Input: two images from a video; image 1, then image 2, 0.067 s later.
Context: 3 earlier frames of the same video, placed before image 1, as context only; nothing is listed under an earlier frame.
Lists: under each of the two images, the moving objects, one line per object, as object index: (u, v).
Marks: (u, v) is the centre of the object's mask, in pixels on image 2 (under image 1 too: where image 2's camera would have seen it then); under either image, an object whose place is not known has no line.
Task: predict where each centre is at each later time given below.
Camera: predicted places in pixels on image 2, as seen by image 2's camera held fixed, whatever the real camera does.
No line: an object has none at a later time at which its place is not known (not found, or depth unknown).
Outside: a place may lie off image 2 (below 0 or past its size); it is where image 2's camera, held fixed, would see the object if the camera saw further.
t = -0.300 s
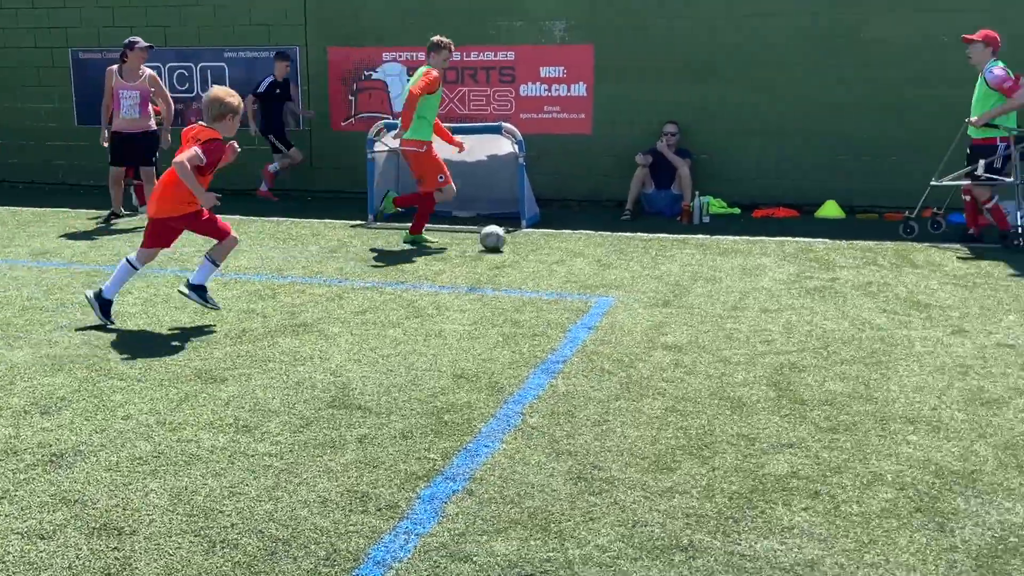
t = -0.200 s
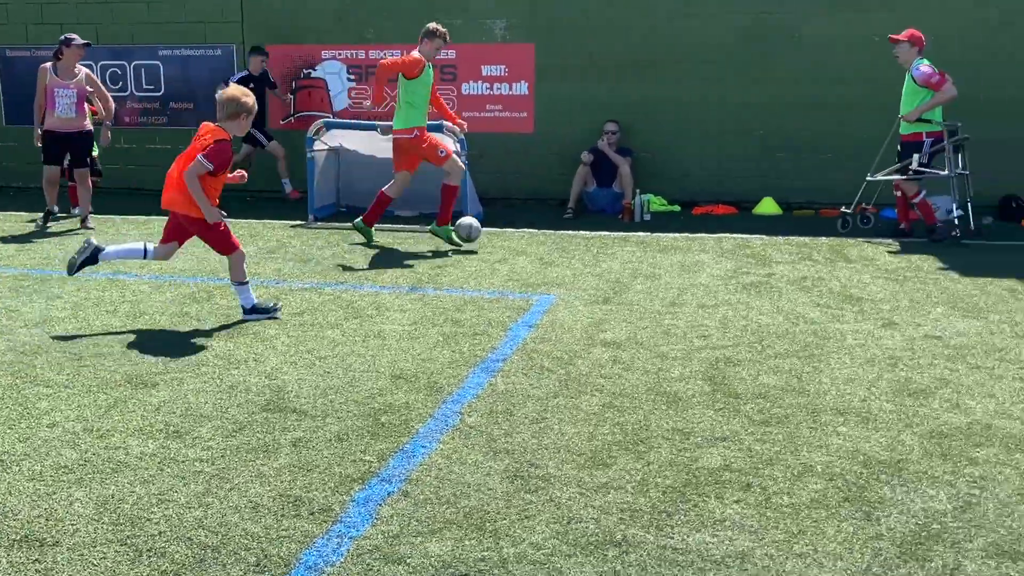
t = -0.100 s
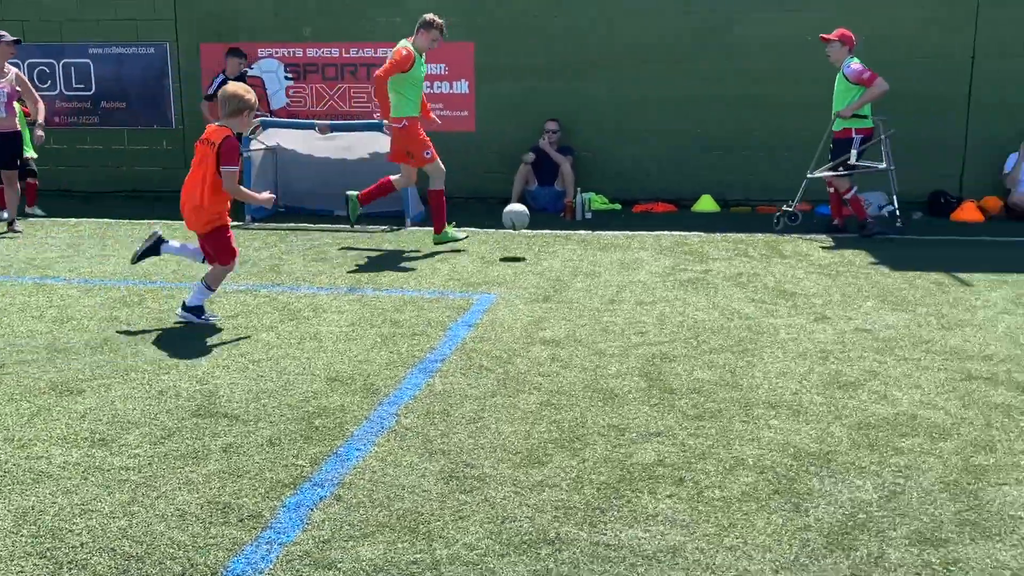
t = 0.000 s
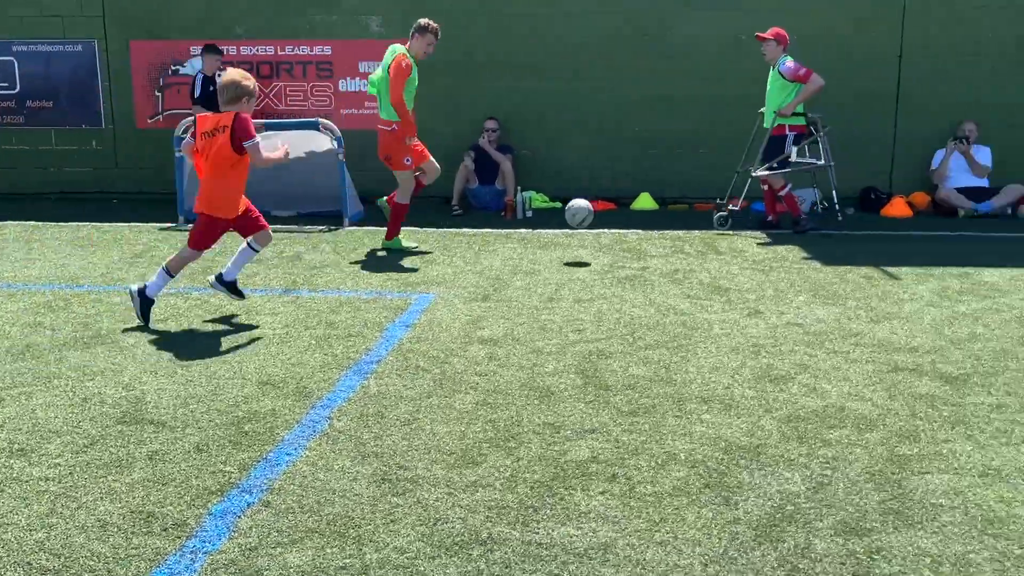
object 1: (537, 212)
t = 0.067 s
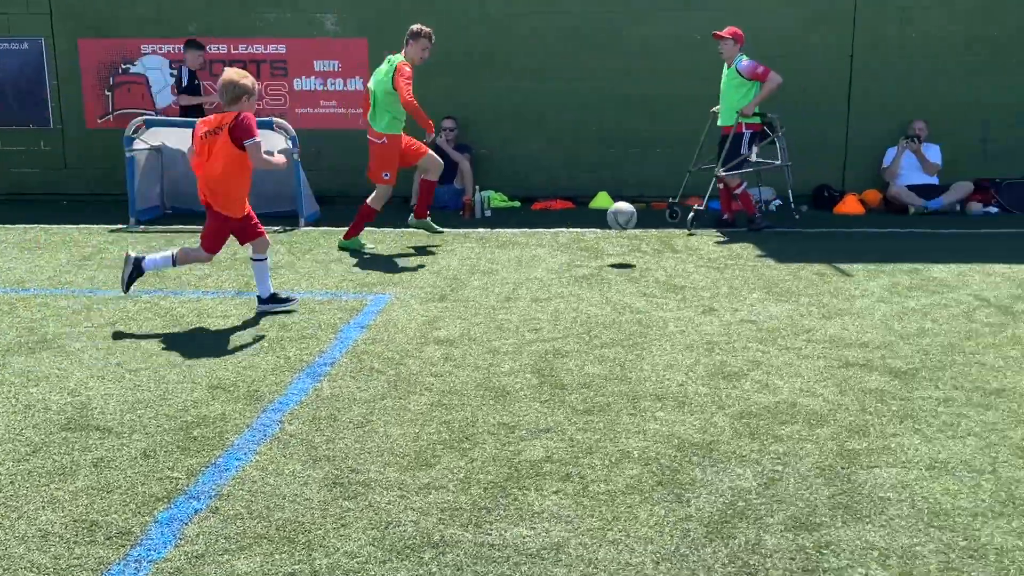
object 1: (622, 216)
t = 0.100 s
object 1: (665, 220)
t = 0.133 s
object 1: (708, 226)
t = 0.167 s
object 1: (752, 233)
